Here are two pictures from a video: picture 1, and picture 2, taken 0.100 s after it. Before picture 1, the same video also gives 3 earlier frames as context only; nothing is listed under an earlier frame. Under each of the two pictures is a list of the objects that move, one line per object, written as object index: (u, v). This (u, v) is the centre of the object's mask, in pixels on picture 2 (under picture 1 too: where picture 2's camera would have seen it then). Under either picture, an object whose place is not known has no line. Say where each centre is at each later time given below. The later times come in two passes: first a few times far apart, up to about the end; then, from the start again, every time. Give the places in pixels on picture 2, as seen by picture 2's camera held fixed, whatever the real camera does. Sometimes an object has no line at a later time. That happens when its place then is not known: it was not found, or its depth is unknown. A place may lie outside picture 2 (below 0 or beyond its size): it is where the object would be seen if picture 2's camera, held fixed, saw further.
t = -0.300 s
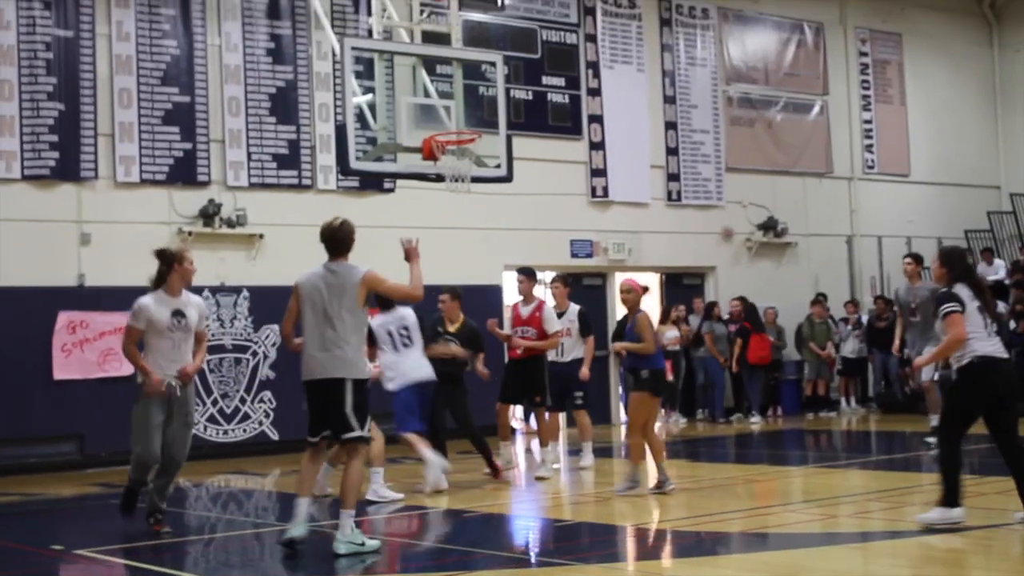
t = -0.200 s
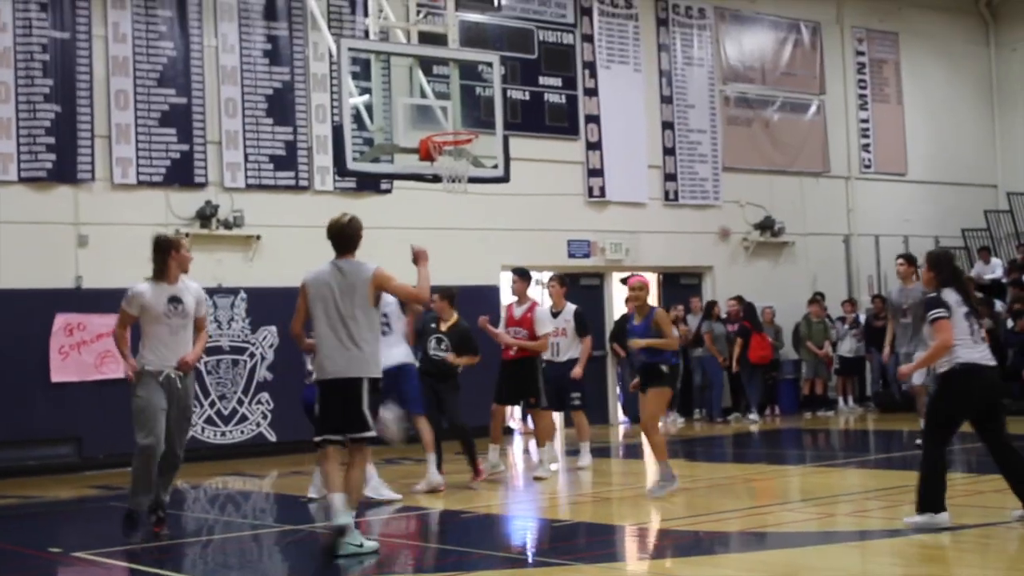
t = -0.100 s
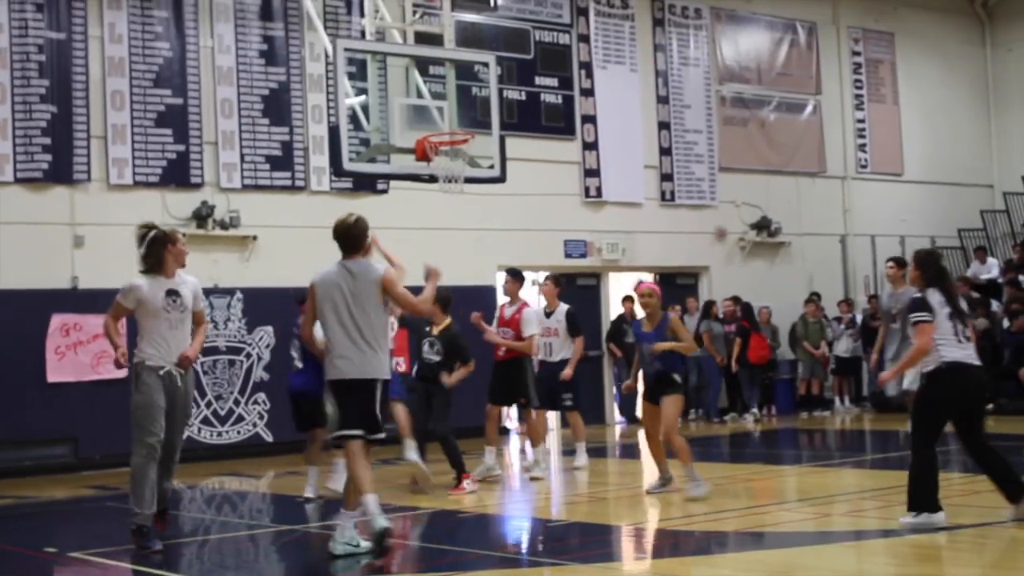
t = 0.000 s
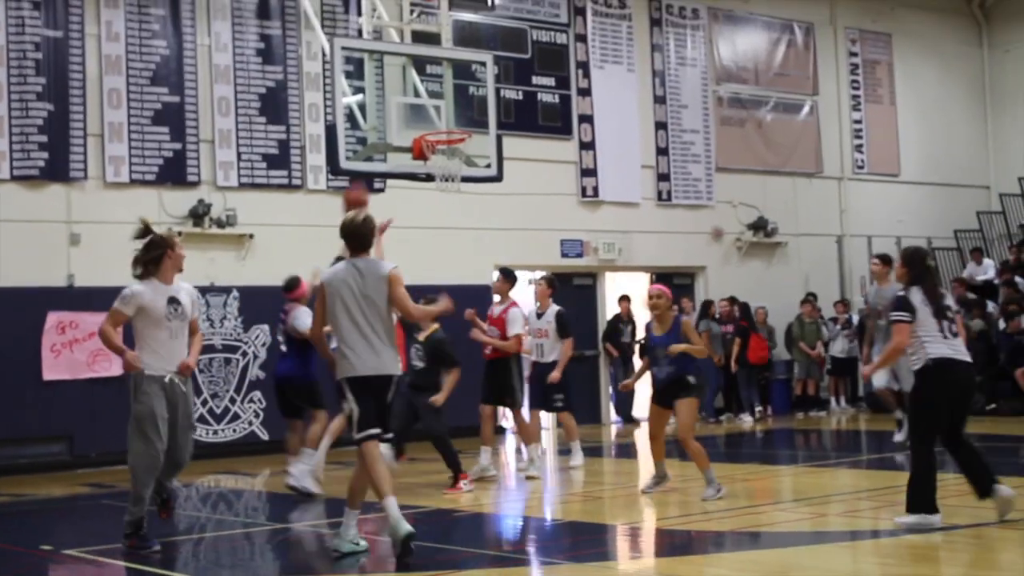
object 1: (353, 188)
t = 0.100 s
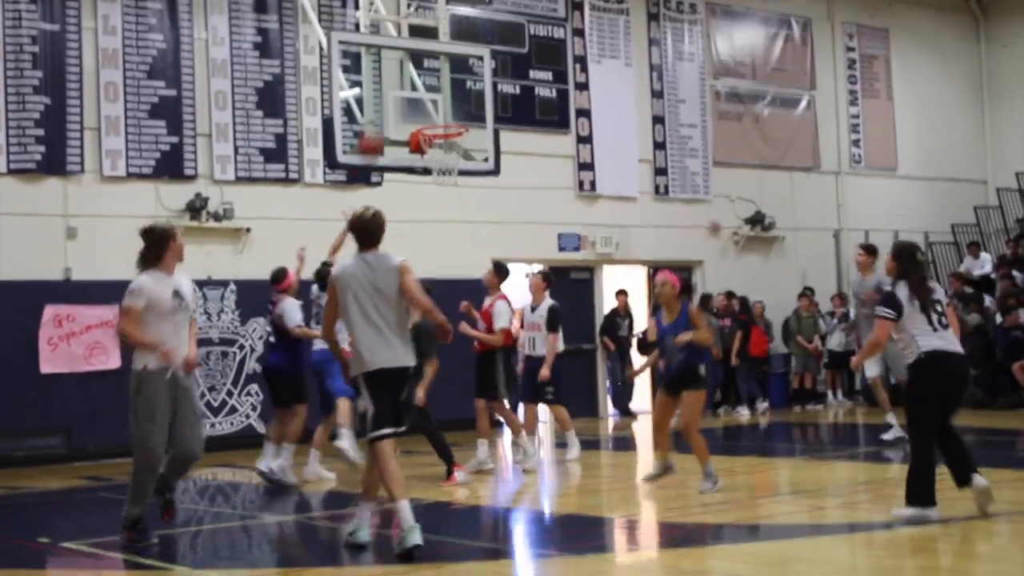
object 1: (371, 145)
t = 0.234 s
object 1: (394, 101)
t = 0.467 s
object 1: (435, 72)
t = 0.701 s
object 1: (473, 90)
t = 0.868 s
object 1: (500, 136)
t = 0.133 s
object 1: (376, 132)
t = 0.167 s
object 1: (383, 120)
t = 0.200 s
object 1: (388, 110)
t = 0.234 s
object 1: (394, 101)
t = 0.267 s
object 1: (400, 94)
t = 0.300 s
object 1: (406, 87)
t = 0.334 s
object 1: (412, 82)
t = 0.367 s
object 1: (418, 78)
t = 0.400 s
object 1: (425, 74)
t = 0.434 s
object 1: (430, 73)
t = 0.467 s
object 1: (435, 72)
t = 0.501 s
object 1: (441, 72)
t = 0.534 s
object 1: (447, 73)
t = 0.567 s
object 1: (451, 74)
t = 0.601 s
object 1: (457, 76)
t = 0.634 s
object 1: (463, 79)
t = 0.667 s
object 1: (467, 84)
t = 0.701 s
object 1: (473, 90)
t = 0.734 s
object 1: (479, 97)
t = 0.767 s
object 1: (484, 105)
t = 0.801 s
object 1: (490, 114)
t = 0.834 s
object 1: (495, 125)
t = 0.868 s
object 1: (500, 136)
